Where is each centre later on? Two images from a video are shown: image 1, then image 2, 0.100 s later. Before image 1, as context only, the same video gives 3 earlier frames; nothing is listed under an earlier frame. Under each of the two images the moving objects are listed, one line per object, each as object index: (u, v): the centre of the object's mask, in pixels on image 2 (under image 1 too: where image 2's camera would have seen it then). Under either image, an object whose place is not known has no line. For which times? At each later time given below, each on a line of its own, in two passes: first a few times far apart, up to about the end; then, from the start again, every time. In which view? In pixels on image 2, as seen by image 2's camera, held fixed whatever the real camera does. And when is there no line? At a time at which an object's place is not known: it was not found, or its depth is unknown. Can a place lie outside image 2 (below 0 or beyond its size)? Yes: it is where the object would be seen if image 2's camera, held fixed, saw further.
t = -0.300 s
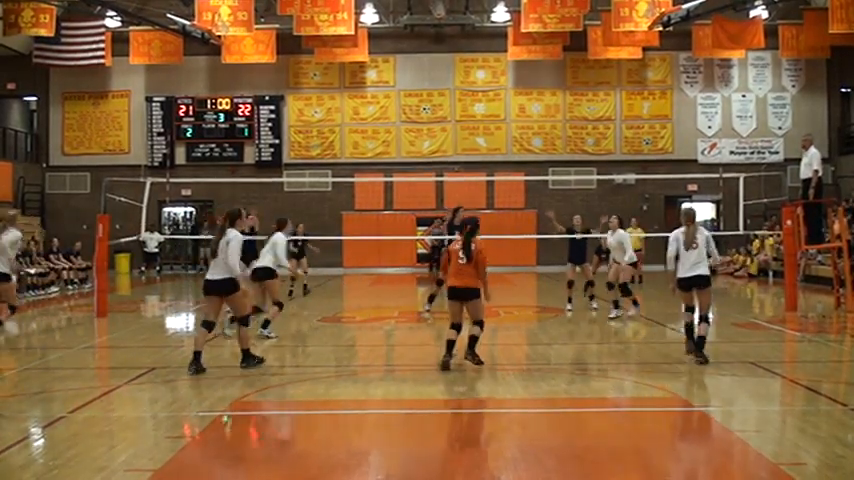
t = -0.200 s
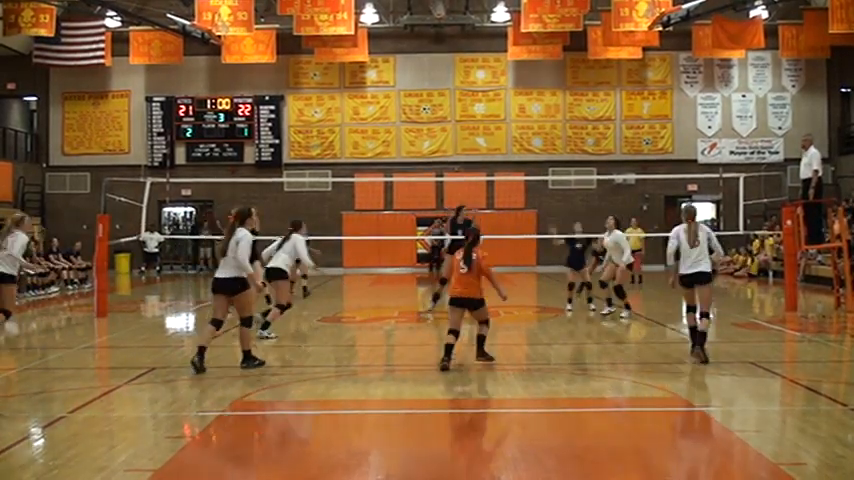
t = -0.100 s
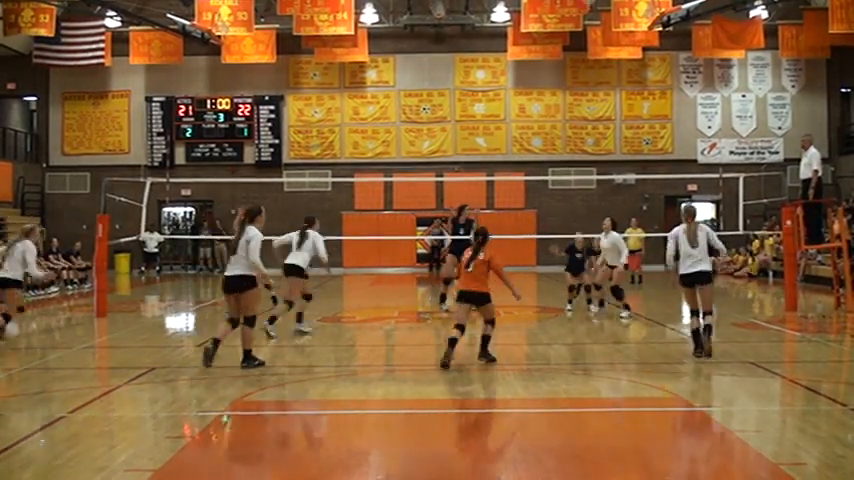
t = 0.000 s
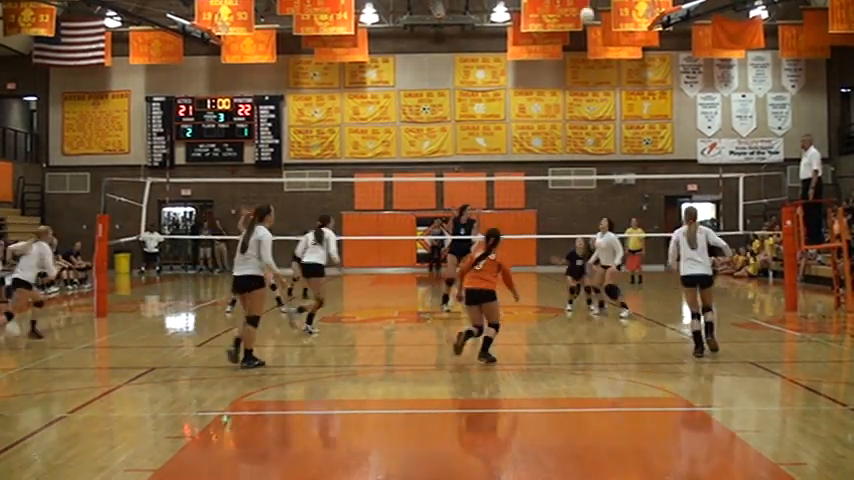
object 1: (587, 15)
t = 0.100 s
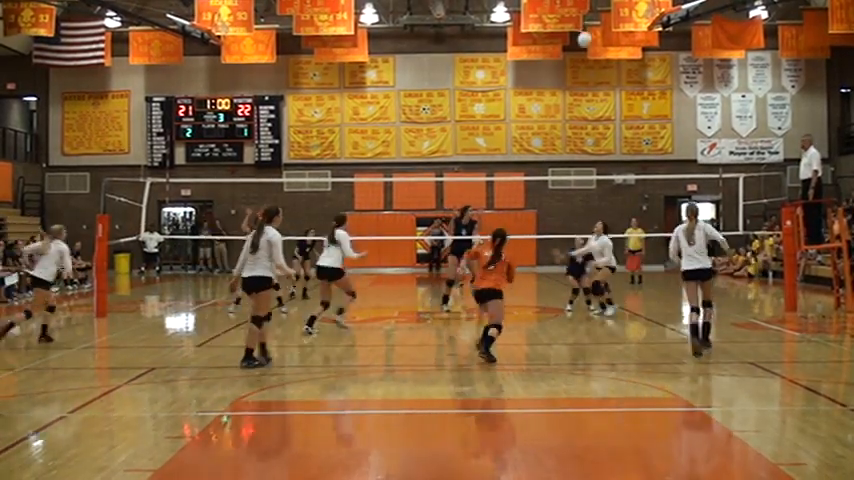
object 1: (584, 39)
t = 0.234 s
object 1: (581, 79)
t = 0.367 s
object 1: (579, 126)
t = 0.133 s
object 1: (584, 48)
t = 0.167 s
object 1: (582, 58)
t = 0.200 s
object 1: (582, 69)
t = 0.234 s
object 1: (581, 79)
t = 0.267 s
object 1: (581, 90)
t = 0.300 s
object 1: (580, 101)
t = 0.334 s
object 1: (579, 114)
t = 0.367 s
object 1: (579, 126)
